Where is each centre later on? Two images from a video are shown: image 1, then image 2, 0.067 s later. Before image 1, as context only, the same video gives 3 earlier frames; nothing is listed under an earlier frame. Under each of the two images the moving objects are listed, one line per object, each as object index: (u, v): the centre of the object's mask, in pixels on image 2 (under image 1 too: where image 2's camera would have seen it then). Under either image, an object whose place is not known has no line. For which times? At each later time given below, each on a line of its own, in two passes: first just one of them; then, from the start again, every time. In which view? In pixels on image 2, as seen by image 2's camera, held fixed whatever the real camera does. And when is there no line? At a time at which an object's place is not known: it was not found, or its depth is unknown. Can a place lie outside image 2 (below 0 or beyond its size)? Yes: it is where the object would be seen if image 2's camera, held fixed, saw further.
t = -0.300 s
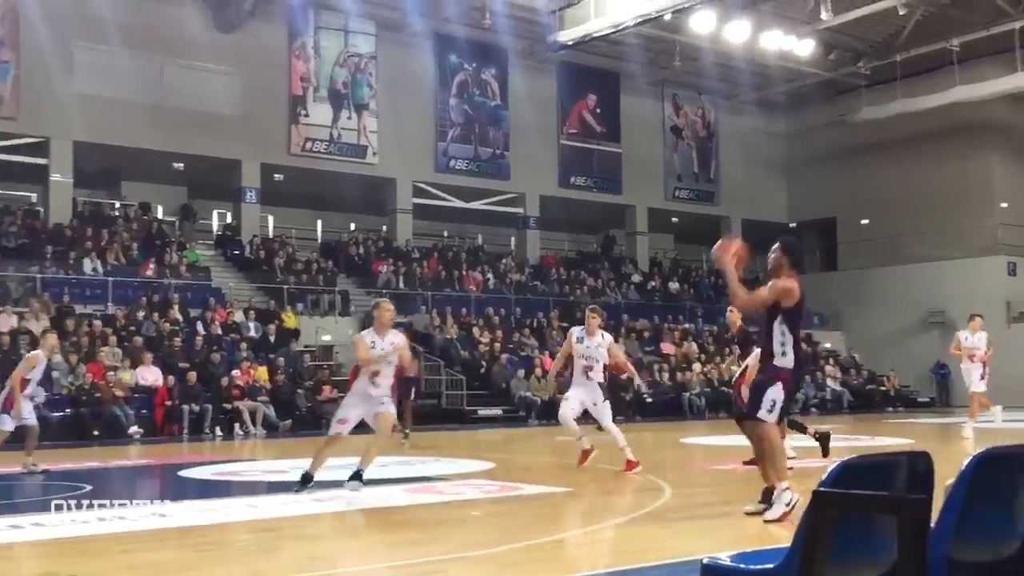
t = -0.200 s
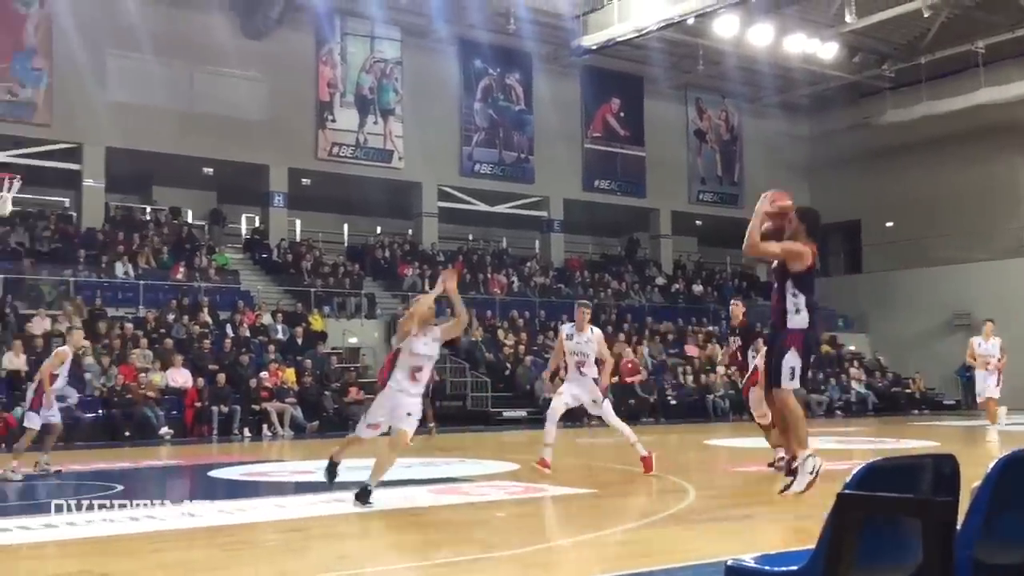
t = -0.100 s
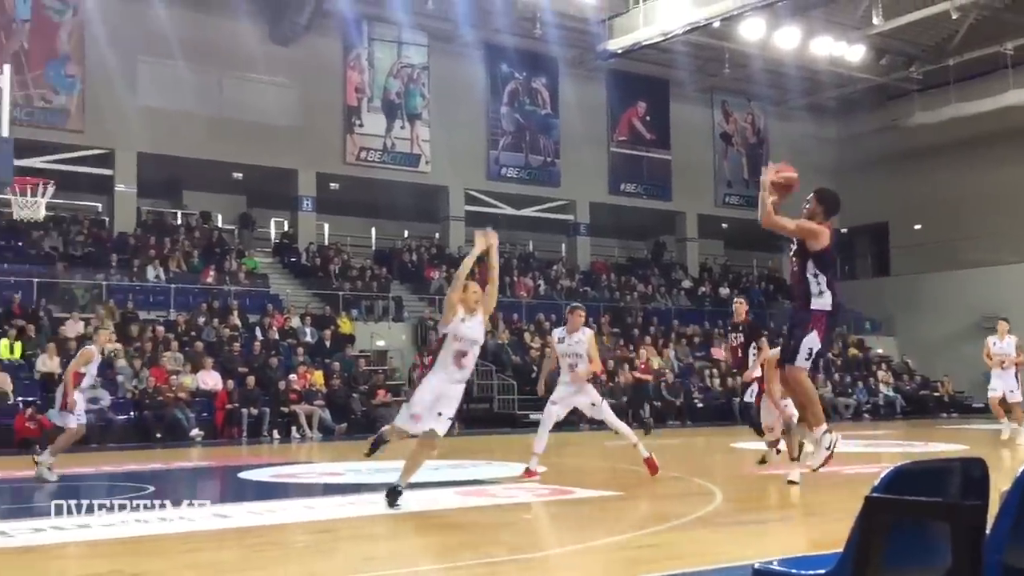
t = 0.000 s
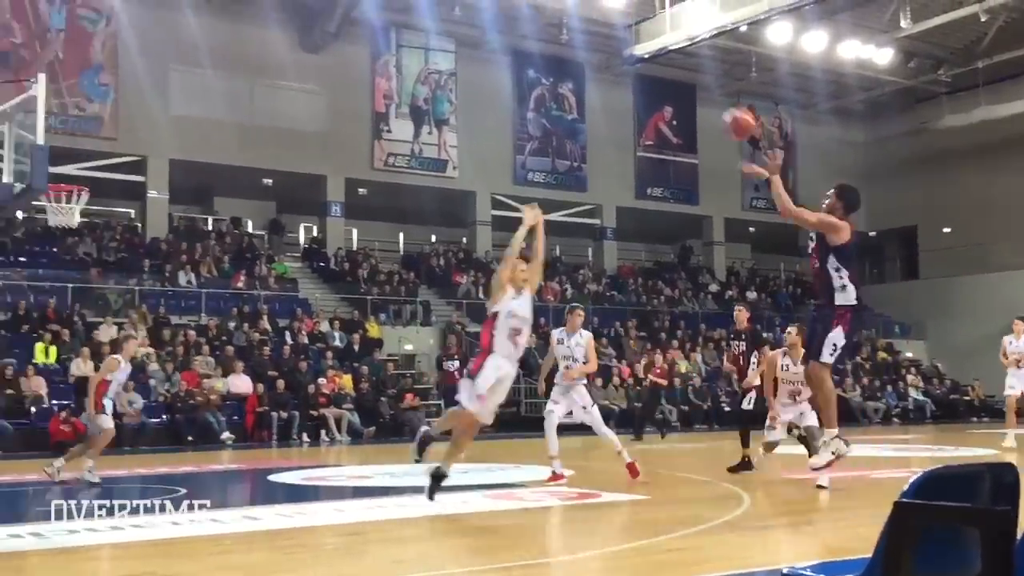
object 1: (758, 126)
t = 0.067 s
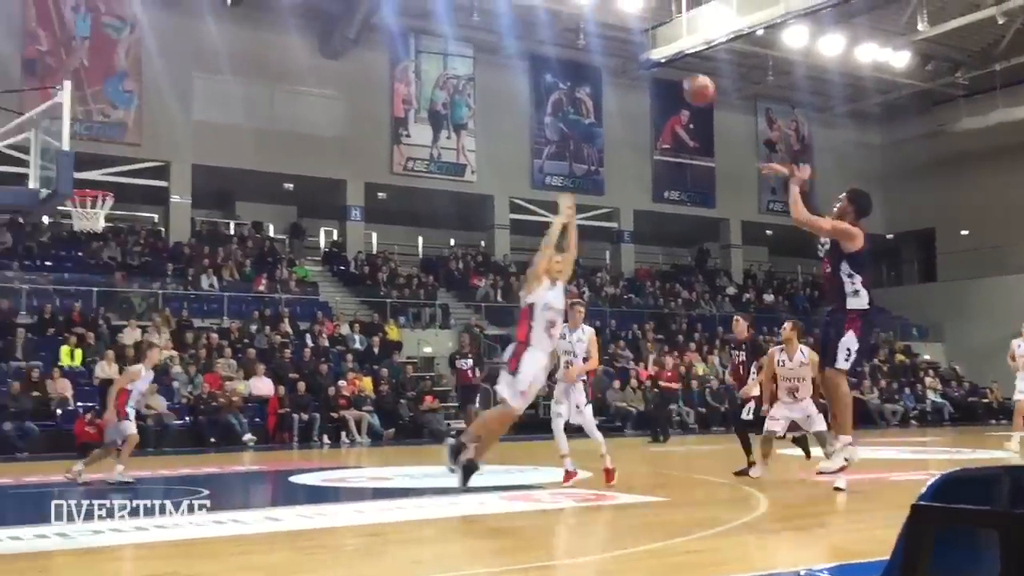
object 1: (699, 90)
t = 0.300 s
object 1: (534, 21)
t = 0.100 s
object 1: (673, 75)
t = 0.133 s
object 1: (648, 61)
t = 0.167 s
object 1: (625, 49)
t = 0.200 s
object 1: (599, 40)
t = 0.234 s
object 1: (577, 30)
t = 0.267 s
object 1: (556, 26)
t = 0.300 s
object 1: (534, 21)
